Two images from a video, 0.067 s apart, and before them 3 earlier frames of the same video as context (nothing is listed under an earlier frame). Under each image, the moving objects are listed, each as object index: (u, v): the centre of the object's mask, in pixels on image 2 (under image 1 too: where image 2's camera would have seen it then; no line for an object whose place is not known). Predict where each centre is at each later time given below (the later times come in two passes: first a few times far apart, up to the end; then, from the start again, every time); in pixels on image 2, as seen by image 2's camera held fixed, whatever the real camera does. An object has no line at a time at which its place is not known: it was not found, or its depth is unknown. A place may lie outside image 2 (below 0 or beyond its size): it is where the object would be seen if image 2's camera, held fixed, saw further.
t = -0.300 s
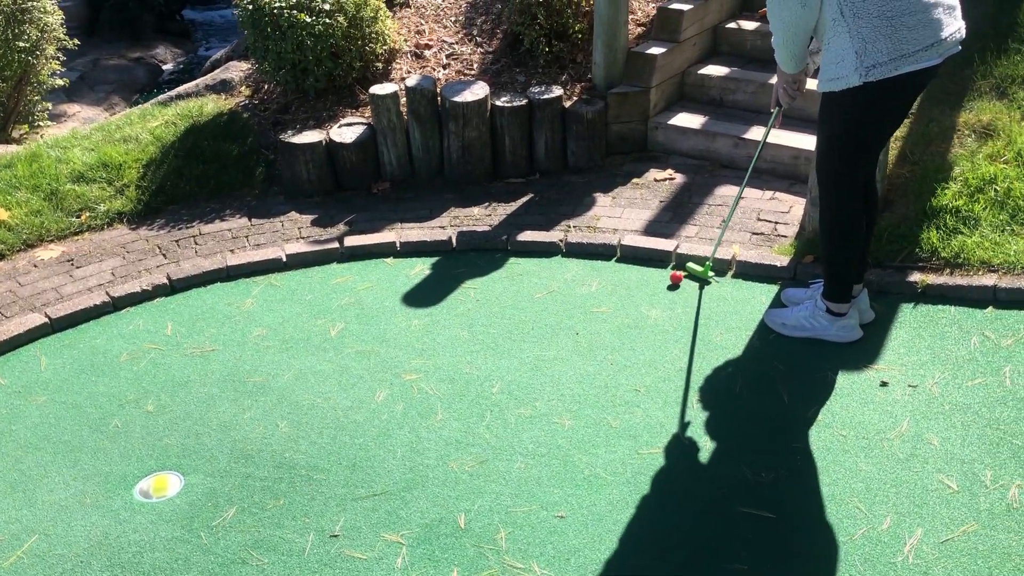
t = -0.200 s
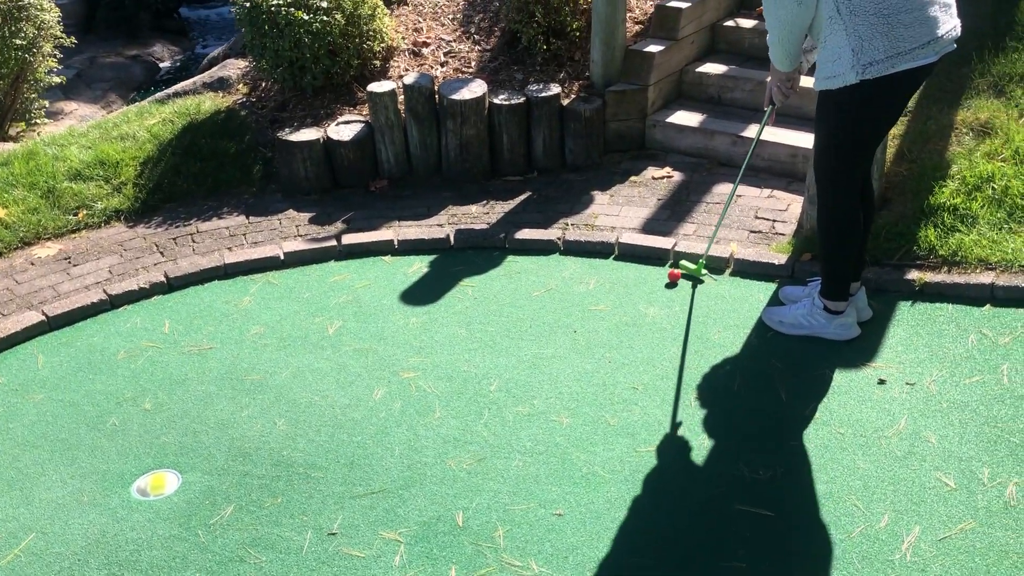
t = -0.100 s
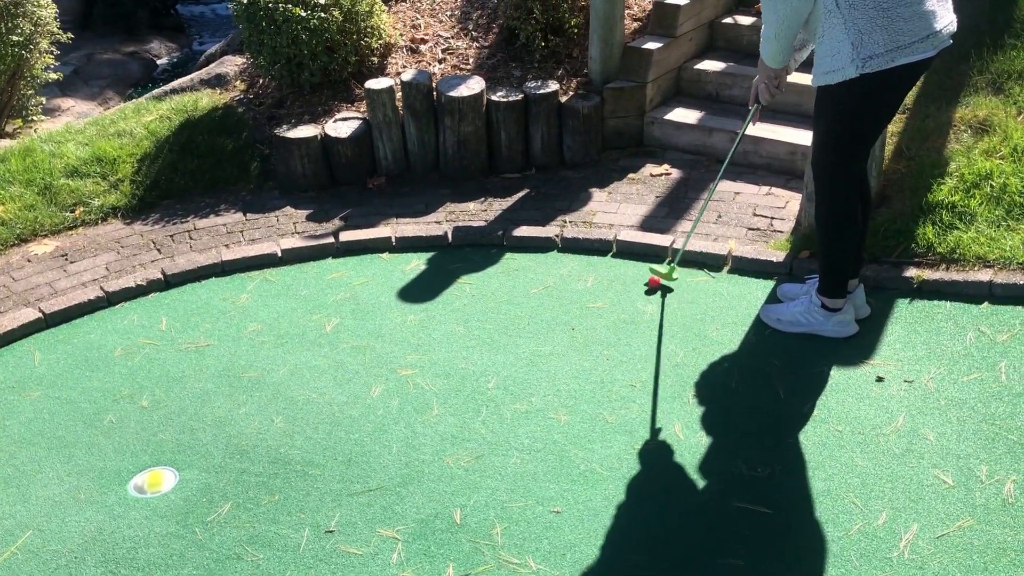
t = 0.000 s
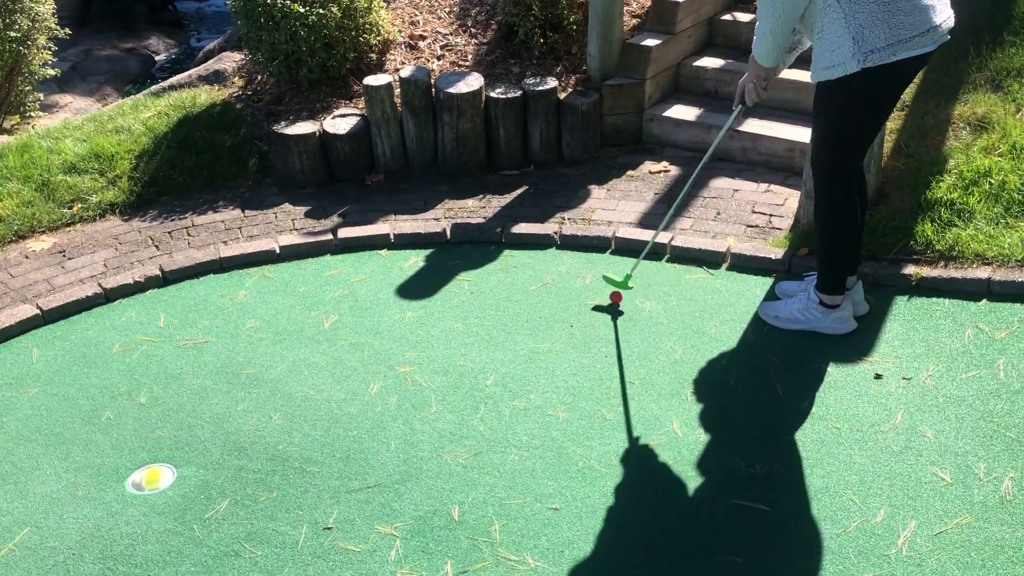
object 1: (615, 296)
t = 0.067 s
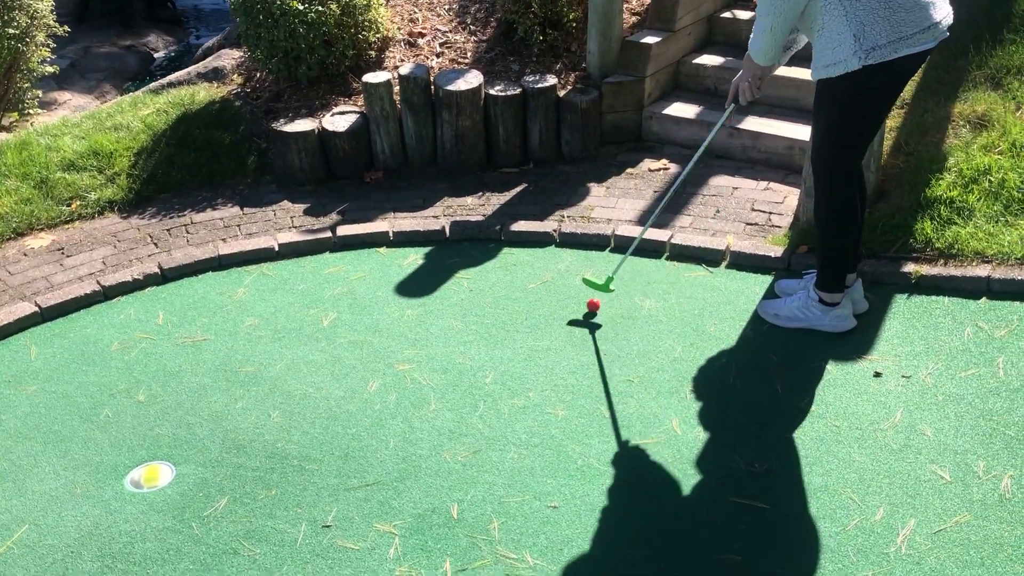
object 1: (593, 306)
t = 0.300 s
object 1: (514, 342)
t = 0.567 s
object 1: (419, 387)
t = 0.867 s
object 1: (299, 443)
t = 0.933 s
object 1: (271, 457)
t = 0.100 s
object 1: (582, 311)
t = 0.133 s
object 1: (571, 316)
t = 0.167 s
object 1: (560, 321)
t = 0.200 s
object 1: (549, 326)
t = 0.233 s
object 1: (537, 332)
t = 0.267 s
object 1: (526, 337)
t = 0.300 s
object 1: (514, 342)
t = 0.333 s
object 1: (503, 347)
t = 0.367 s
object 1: (492, 353)
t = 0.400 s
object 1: (480, 358)
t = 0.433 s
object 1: (468, 364)
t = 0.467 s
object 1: (456, 370)
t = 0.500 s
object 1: (444, 376)
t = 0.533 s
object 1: (432, 382)
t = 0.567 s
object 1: (419, 387)
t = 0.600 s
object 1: (407, 393)
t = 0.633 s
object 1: (394, 399)
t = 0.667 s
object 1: (381, 405)
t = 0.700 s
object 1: (367, 412)
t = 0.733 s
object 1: (354, 418)
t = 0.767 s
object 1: (341, 424)
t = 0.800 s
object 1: (327, 430)
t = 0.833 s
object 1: (313, 437)
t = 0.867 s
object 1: (299, 443)
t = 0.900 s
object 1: (286, 450)
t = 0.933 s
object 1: (271, 457)
